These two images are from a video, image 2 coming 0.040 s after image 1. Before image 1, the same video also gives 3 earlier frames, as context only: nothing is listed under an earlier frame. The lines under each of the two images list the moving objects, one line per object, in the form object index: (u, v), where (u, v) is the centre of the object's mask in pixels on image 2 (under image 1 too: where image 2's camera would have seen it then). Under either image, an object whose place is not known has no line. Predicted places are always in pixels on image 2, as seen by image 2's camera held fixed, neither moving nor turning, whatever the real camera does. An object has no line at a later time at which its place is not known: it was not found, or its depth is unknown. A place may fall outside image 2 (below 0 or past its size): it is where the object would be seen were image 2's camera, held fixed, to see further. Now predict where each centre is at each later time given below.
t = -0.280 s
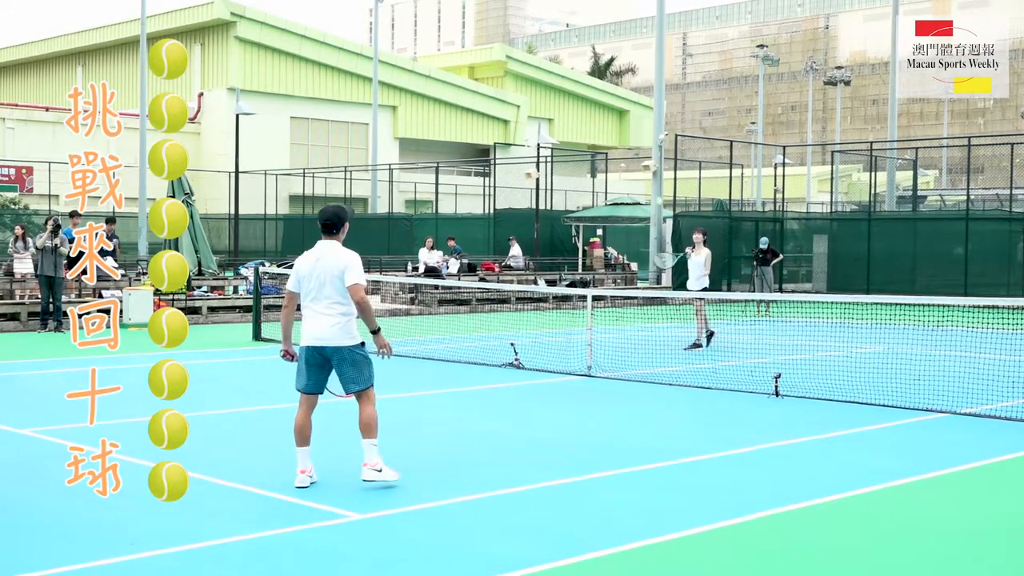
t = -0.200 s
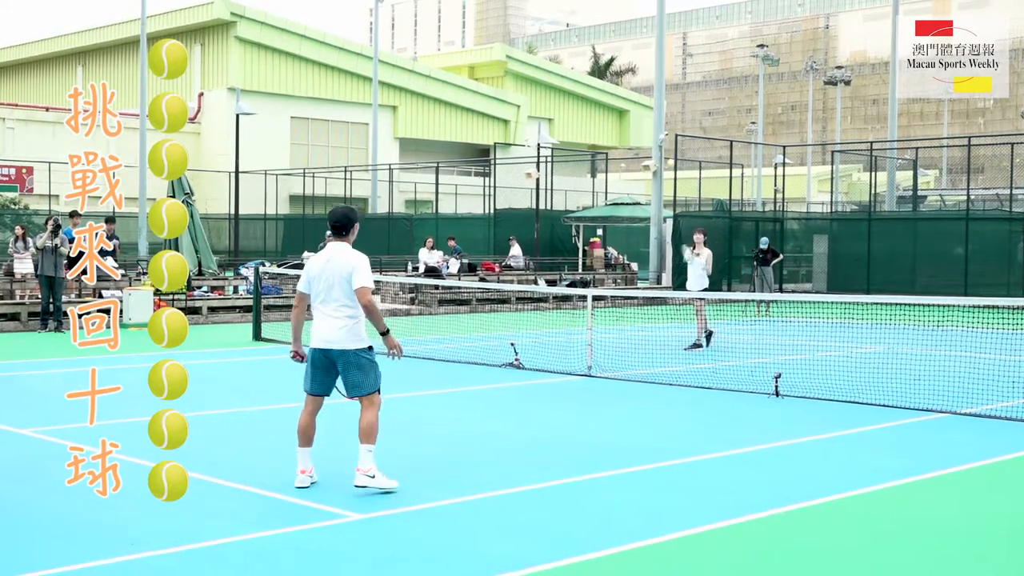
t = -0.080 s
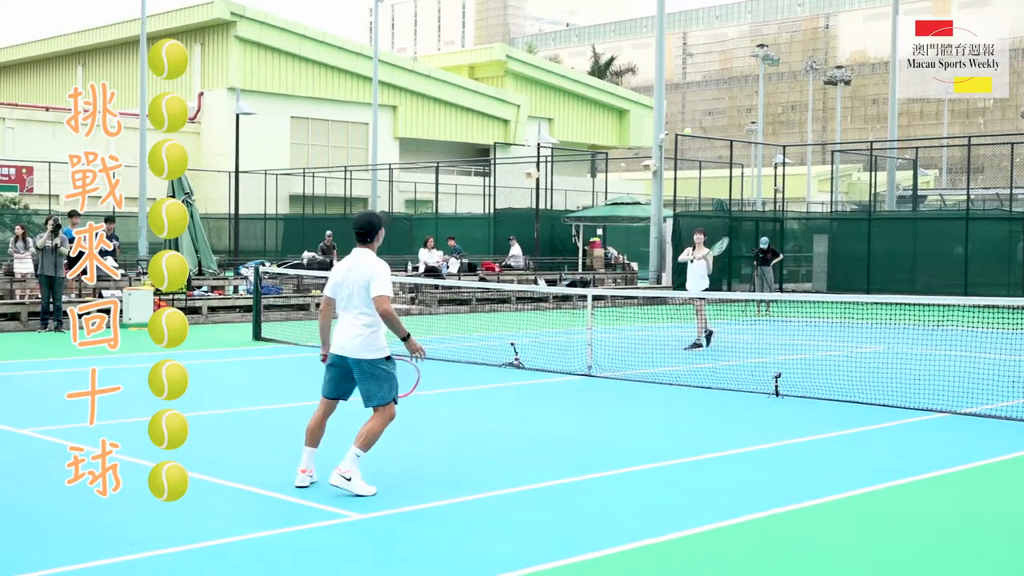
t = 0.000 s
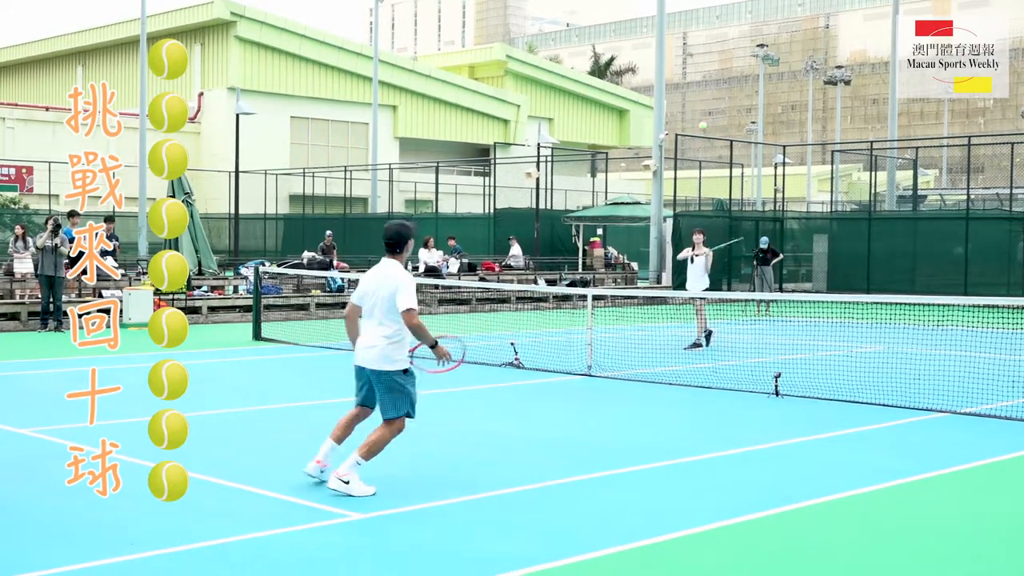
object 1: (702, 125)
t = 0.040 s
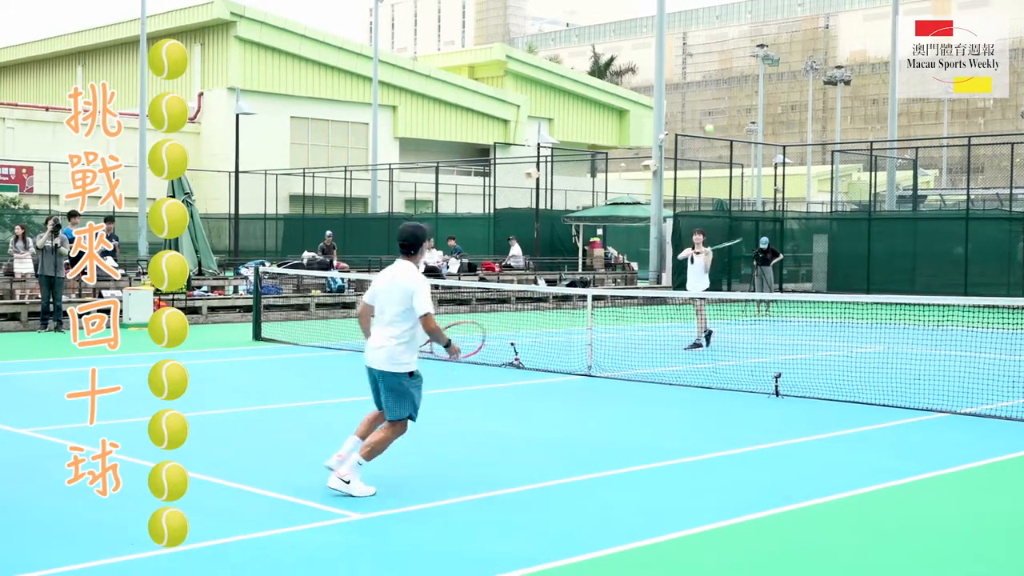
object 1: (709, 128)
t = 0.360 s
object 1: (787, 351)
